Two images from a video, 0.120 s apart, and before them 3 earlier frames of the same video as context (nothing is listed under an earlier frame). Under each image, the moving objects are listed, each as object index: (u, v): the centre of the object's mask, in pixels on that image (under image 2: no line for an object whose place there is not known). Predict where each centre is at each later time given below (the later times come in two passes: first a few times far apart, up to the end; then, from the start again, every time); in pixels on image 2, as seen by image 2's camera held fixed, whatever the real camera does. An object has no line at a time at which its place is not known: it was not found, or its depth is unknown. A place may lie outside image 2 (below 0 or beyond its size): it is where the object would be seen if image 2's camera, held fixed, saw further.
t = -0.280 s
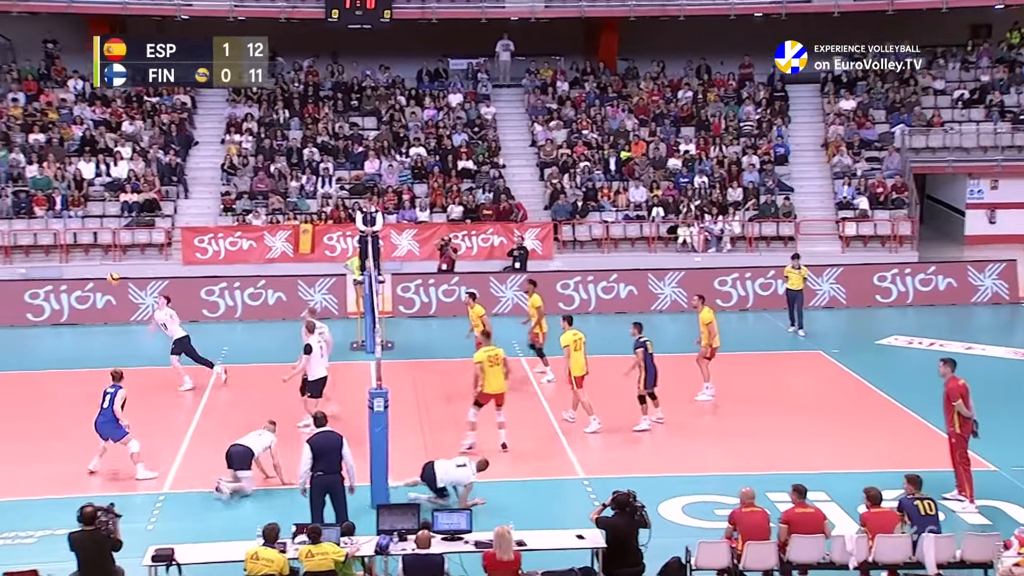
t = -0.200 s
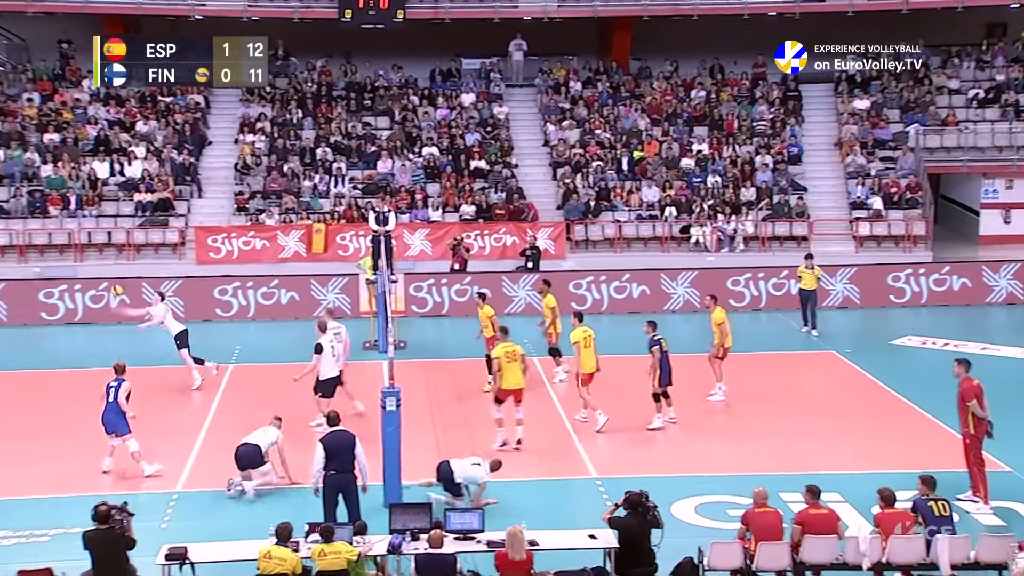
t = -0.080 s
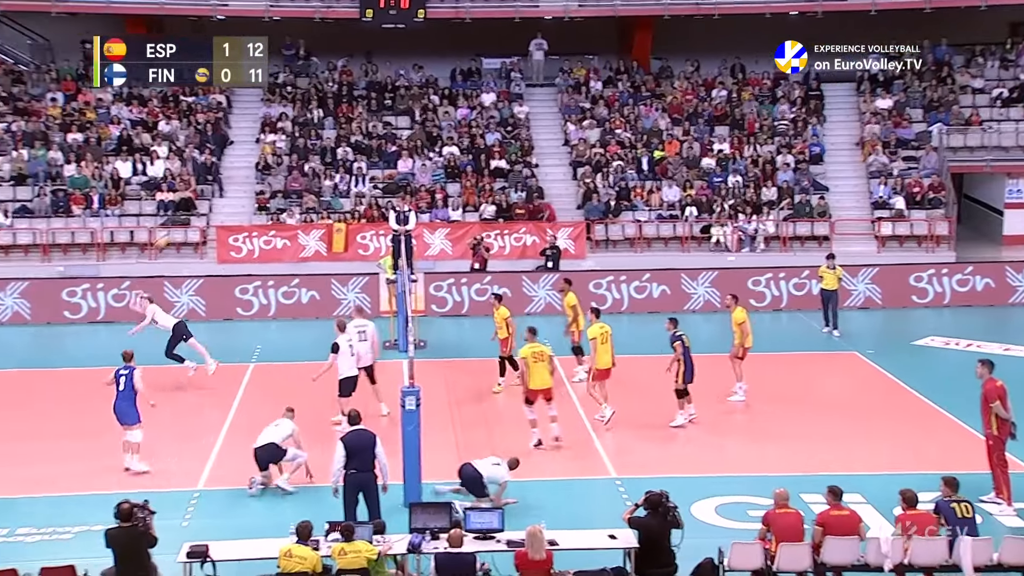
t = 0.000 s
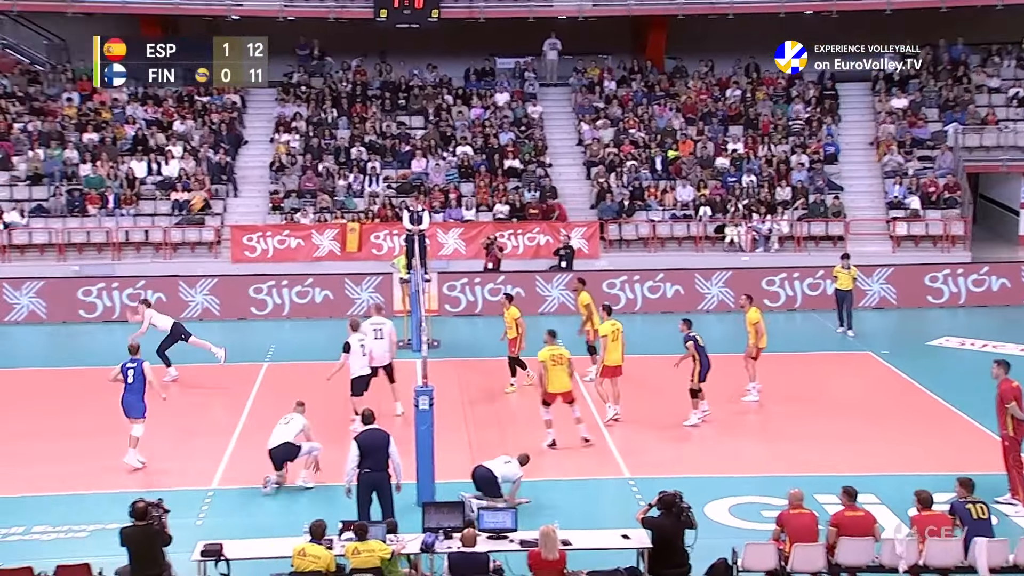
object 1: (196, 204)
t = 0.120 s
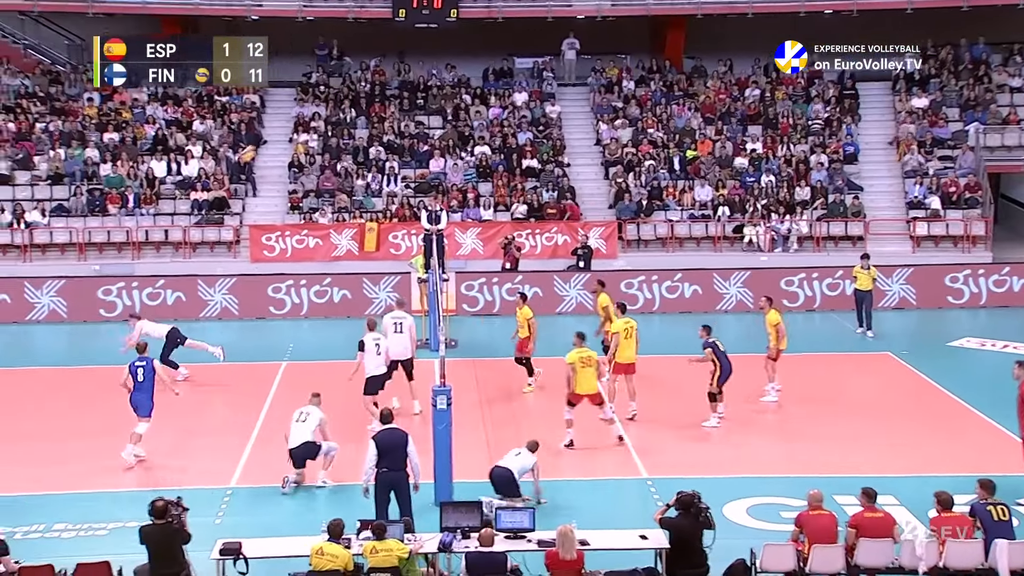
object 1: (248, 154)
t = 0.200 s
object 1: (271, 124)
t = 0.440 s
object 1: (336, 67)
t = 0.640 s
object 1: (390, 43)
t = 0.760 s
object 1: (423, 40)
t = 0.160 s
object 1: (259, 140)
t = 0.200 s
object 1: (271, 124)
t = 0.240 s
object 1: (281, 112)
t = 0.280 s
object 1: (292, 102)
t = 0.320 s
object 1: (304, 93)
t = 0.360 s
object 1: (314, 82)
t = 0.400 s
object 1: (325, 74)
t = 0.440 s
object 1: (336, 67)
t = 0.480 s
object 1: (347, 60)
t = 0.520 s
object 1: (358, 54)
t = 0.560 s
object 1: (368, 49)
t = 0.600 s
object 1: (379, 46)
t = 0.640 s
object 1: (390, 43)
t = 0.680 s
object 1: (401, 41)
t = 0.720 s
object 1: (411, 40)
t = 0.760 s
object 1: (423, 40)
